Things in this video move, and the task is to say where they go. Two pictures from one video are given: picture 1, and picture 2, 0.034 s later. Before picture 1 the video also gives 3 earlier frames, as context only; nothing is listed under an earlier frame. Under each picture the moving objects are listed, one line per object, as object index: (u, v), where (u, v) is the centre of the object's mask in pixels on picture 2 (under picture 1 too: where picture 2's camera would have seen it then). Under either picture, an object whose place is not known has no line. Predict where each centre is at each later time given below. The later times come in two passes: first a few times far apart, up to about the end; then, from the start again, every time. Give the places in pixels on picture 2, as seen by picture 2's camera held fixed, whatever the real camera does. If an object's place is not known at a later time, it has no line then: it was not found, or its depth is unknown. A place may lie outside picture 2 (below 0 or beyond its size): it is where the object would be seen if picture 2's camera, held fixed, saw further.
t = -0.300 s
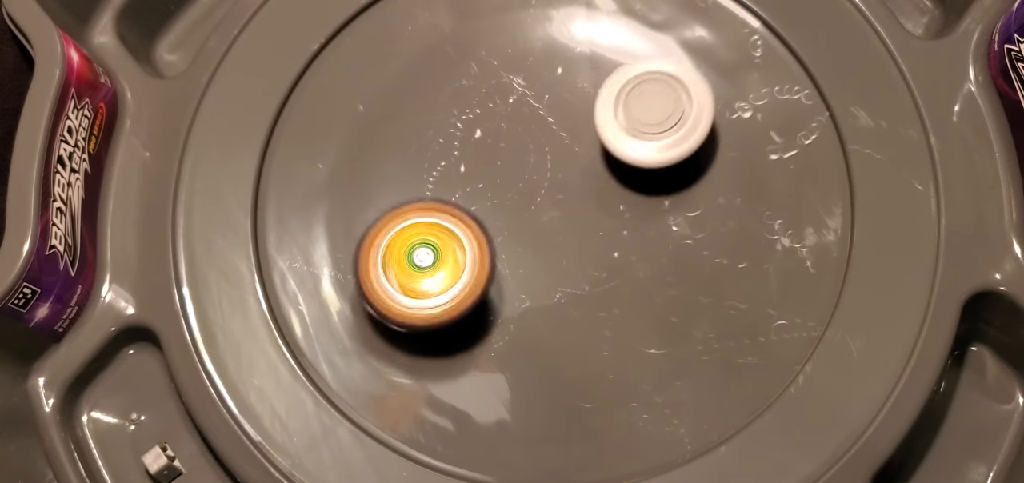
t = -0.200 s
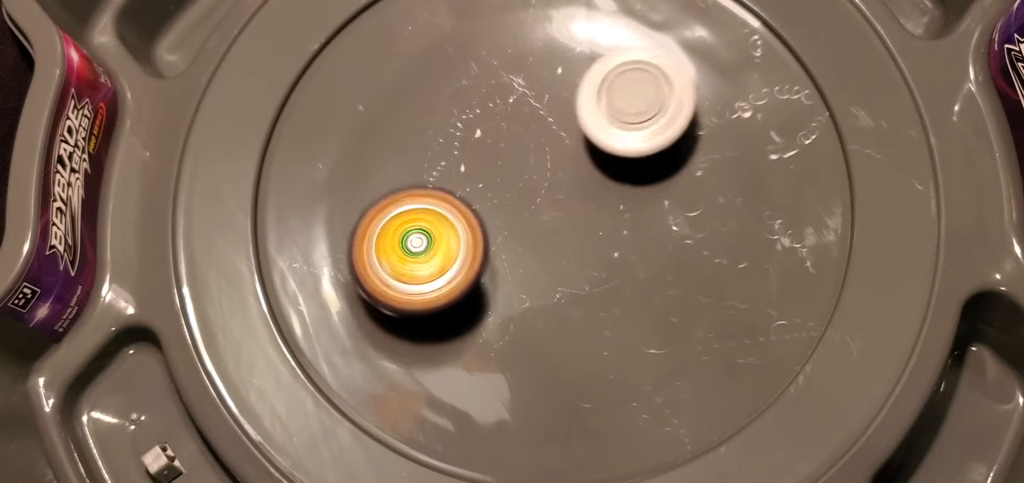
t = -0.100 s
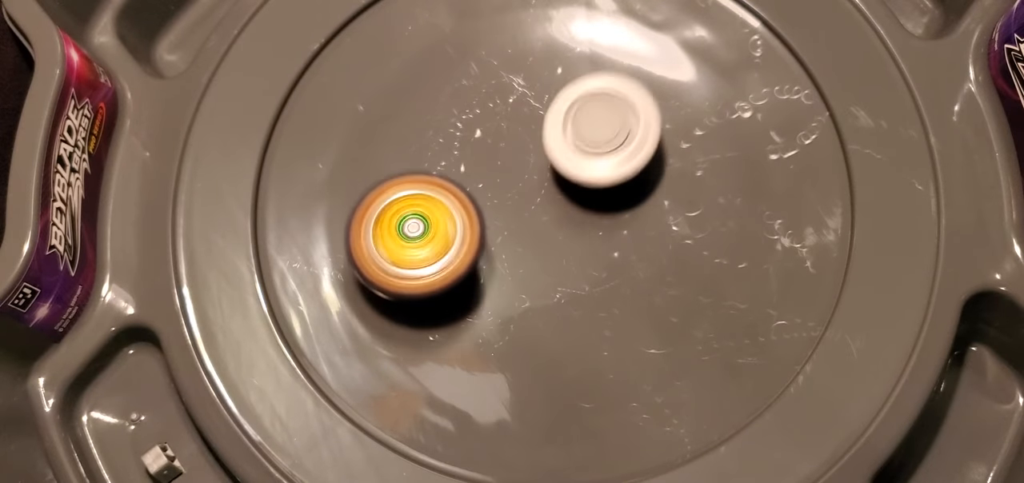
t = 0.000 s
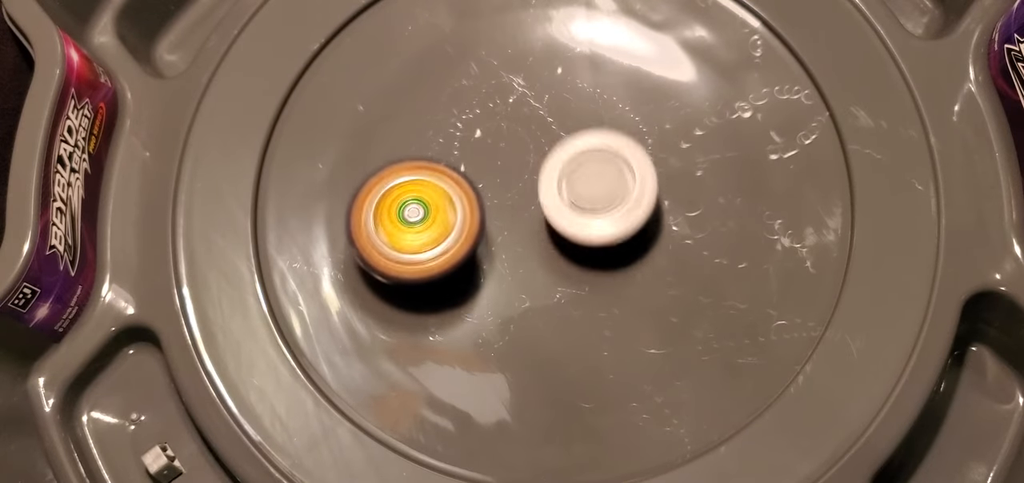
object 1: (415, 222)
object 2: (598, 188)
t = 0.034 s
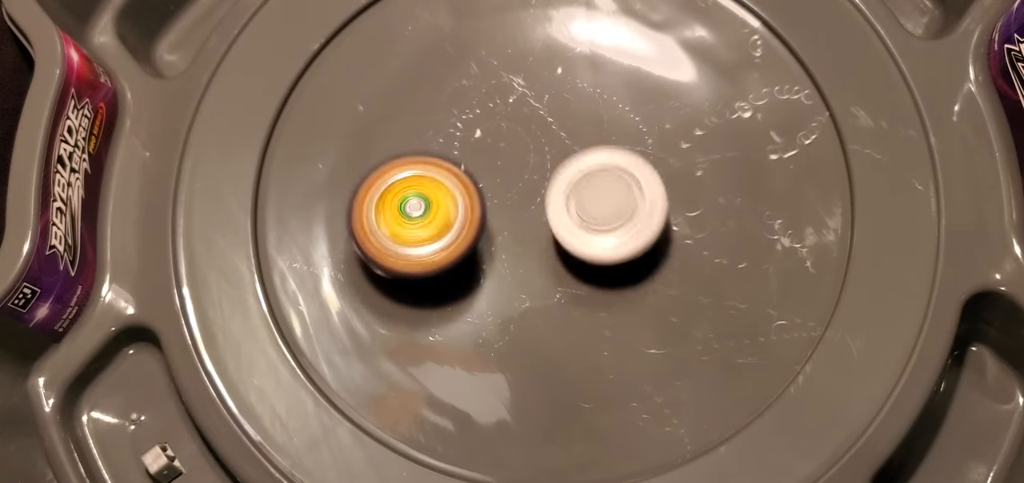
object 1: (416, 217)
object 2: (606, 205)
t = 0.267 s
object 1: (428, 183)
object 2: (709, 212)
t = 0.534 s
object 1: (449, 146)
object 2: (563, 207)
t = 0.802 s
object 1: (456, 105)
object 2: (648, 323)
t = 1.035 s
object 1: (476, 86)
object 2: (622, 203)
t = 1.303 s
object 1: (495, 56)
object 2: (485, 294)
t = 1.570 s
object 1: (531, 63)
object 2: (619, 296)
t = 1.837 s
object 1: (562, 77)
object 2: (496, 188)
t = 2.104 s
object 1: (596, 97)
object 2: (433, 295)
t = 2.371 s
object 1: (629, 115)
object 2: (552, 226)
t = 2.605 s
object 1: (686, 88)
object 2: (485, 270)
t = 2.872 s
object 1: (705, 109)
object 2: (521, 204)
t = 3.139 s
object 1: (695, 146)
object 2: (436, 202)
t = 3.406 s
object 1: (665, 197)
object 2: (543, 171)
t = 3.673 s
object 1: (606, 265)
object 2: (471, 106)
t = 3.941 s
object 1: (530, 315)
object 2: (536, 177)
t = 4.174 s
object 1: (479, 324)
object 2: (582, 99)
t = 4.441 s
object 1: (453, 316)
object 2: (530, 161)
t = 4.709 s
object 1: (445, 289)
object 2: (648, 205)
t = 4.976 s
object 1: (444, 243)
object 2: (603, 146)
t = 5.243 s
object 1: (416, 150)
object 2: (598, 232)
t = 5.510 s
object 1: (432, 108)
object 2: (637, 196)
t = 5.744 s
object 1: (450, 90)
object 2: (532, 223)
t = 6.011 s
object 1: (477, 83)
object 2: (545, 298)
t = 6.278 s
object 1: (510, 83)
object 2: (538, 200)
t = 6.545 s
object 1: (590, 73)
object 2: (459, 249)
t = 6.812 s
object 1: (642, 102)
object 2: (548, 235)
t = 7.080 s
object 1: (703, 153)
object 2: (498, 135)
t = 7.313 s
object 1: (709, 207)
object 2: (413, 155)
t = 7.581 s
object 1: (701, 235)
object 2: (509, 215)
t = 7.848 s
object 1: (695, 261)
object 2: (611, 146)
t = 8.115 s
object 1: (675, 284)
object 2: (559, 85)
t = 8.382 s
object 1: (647, 300)
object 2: (520, 186)
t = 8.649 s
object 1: (603, 379)
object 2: (466, 178)
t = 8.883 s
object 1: (573, 382)
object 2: (436, 200)
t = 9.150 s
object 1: (516, 337)
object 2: (534, 178)
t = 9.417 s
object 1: (464, 129)
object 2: (591, 113)
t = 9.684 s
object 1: (523, 27)
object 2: (583, 117)
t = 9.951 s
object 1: (559, 32)
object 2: (590, 206)
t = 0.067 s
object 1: (416, 212)
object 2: (619, 221)
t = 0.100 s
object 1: (418, 207)
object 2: (635, 232)
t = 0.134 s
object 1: (420, 202)
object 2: (653, 240)
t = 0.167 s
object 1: (421, 197)
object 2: (672, 241)
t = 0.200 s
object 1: (424, 192)
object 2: (688, 237)
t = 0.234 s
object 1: (426, 187)
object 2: (702, 226)
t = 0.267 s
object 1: (428, 183)
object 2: (709, 212)
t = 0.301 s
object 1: (432, 178)
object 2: (706, 196)
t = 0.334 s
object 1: (435, 173)
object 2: (694, 182)
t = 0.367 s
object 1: (437, 169)
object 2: (674, 171)
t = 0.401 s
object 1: (441, 165)
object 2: (650, 167)
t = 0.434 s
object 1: (444, 161)
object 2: (624, 169)
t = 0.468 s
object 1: (448, 157)
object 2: (599, 177)
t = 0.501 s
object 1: (452, 152)
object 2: (575, 188)
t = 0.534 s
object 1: (449, 146)
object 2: (563, 207)
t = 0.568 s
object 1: (443, 138)
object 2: (561, 230)
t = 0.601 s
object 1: (445, 132)
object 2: (561, 253)
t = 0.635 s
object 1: (446, 127)
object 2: (565, 274)
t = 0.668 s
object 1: (448, 123)
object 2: (574, 293)
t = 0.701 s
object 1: (450, 117)
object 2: (588, 309)
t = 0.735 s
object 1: (451, 113)
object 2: (606, 321)
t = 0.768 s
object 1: (454, 109)
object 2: (627, 326)
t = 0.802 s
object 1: (456, 105)
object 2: (648, 323)
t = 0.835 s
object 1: (458, 101)
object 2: (667, 313)
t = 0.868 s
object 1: (461, 98)
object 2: (679, 295)
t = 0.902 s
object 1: (464, 95)
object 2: (683, 273)
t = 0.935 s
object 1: (466, 92)
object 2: (678, 251)
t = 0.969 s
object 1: (470, 90)
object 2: (664, 231)
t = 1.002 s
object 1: (473, 87)
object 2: (645, 215)
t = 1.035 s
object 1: (476, 86)
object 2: (622, 203)
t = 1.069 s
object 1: (480, 85)
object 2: (597, 195)
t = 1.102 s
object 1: (485, 84)
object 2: (571, 191)
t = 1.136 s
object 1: (488, 83)
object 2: (544, 190)
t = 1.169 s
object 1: (487, 72)
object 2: (524, 207)
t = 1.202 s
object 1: (485, 59)
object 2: (507, 229)
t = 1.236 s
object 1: (486, 58)
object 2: (494, 250)
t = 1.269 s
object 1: (491, 57)
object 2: (488, 272)
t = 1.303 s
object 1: (495, 56)
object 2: (485, 294)
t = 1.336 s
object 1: (499, 54)
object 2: (489, 316)
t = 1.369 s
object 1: (502, 54)
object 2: (498, 334)
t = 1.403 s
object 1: (506, 54)
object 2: (513, 350)
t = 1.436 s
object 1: (510, 53)
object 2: (533, 359)
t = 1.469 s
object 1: (514, 54)
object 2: (557, 360)
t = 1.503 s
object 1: (522, 57)
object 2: (599, 339)
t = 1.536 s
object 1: (527, 60)
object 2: (613, 319)
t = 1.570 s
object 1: (531, 63)
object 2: (619, 296)
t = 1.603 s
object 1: (535, 67)
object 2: (618, 271)
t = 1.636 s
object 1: (540, 71)
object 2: (611, 247)
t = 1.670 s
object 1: (544, 74)
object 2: (599, 225)
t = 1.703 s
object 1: (547, 77)
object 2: (582, 206)
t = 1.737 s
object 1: (551, 78)
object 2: (563, 193)
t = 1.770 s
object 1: (554, 74)
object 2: (541, 189)
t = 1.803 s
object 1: (558, 76)
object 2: (519, 186)
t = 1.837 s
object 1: (562, 77)
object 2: (496, 188)
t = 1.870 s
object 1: (567, 79)
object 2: (474, 193)
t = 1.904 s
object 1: (571, 81)
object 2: (454, 201)
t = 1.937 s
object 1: (576, 83)
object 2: (437, 212)
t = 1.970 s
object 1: (580, 85)
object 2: (423, 227)
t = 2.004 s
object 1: (584, 88)
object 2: (415, 244)
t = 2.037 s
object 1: (588, 91)
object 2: (414, 262)
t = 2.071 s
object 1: (592, 94)
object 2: (420, 280)
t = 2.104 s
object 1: (596, 97)
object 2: (433, 295)
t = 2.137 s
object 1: (600, 100)
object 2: (454, 305)
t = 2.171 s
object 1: (603, 103)
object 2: (477, 307)
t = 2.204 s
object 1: (607, 106)
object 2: (500, 302)
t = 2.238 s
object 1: (611, 109)
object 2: (520, 291)
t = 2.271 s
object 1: (614, 113)
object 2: (537, 275)
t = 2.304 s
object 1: (617, 116)
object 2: (550, 256)
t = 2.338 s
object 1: (620, 121)
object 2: (559, 235)
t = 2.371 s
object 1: (629, 115)
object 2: (552, 226)
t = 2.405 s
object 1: (647, 94)
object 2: (533, 230)
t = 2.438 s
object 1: (658, 84)
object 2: (518, 231)
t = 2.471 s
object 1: (667, 82)
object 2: (504, 235)
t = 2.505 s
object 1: (673, 82)
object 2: (492, 242)
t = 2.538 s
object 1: (677, 84)
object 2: (485, 251)
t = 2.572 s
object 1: (682, 86)
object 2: (482, 261)
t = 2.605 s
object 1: (686, 88)
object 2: (485, 270)
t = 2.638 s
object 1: (690, 90)
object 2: (491, 275)
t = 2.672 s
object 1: (694, 91)
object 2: (500, 275)
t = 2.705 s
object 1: (696, 94)
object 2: (510, 272)
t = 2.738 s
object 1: (699, 97)
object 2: (520, 264)
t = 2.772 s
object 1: (701, 100)
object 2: (527, 250)
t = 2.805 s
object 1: (704, 103)
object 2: (530, 234)
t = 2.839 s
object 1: (704, 106)
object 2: (527, 219)
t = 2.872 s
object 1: (705, 109)
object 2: (521, 204)
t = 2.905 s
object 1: (704, 114)
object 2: (511, 191)
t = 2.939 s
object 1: (704, 118)
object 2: (498, 180)
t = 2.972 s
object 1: (704, 122)
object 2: (484, 173)
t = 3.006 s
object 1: (702, 126)
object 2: (469, 170)
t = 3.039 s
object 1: (700, 130)
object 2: (454, 172)
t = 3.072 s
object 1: (698, 136)
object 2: (442, 179)
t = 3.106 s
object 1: (697, 141)
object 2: (435, 190)
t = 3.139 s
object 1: (695, 146)
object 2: (436, 202)
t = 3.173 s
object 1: (693, 151)
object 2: (445, 214)
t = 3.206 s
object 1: (690, 156)
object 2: (459, 221)
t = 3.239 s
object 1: (687, 162)
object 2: (477, 223)
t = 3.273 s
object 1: (684, 168)
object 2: (495, 219)
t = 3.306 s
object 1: (681, 175)
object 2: (512, 211)
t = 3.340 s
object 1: (677, 182)
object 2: (525, 200)
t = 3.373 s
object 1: (670, 190)
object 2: (536, 186)
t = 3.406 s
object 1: (665, 197)
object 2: (543, 171)
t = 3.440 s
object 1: (661, 209)
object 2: (543, 154)
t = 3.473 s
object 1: (657, 219)
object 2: (541, 137)
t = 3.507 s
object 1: (650, 227)
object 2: (535, 123)
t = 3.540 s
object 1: (643, 236)
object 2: (525, 111)
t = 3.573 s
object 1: (635, 243)
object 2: (513, 102)
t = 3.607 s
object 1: (627, 251)
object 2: (498, 98)
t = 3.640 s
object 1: (617, 257)
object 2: (484, 99)
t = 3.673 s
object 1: (606, 265)
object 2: (471, 106)
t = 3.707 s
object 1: (596, 271)
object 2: (463, 119)
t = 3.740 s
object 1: (586, 277)
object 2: (461, 134)
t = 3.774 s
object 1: (575, 282)
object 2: (465, 150)
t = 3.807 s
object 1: (565, 286)
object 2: (475, 166)
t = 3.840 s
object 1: (555, 289)
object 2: (488, 178)
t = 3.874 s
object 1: (547, 294)
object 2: (504, 184)
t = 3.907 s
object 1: (541, 306)
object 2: (519, 181)
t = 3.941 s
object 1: (530, 315)
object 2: (536, 177)
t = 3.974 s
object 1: (518, 320)
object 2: (552, 170)
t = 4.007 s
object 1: (509, 322)
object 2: (565, 161)
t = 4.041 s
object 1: (501, 324)
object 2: (576, 150)
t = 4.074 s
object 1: (494, 324)
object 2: (584, 137)
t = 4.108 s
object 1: (490, 325)
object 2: (588, 123)
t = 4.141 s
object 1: (485, 323)
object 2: (587, 110)
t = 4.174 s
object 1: (479, 324)
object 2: (582, 99)
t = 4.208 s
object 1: (476, 324)
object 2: (572, 91)
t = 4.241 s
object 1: (471, 324)
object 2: (559, 87)
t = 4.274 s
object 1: (467, 323)
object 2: (546, 89)
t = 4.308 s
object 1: (464, 322)
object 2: (535, 98)
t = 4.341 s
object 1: (461, 320)
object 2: (527, 112)
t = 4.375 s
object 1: (458, 320)
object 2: (524, 128)
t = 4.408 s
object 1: (455, 318)
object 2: (525, 144)
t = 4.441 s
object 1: (453, 316)
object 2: (530, 161)
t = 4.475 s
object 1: (451, 314)
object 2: (540, 176)
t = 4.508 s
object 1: (450, 311)
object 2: (552, 189)
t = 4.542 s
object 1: (449, 308)
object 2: (567, 200)
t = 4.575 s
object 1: (447, 305)
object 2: (583, 207)
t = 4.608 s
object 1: (447, 301)
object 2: (599, 212)
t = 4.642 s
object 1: (446, 297)
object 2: (617, 214)
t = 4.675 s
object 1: (445, 293)
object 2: (633, 211)
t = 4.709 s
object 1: (445, 289)
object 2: (648, 205)
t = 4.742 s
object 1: (444, 284)
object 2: (661, 196)
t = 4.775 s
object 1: (444, 281)
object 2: (669, 184)
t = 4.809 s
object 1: (444, 276)
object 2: (671, 170)
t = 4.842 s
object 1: (443, 271)
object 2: (665, 157)
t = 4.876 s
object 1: (443, 266)
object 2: (654, 148)
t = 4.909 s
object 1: (443, 259)
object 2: (638, 143)
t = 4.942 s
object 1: (443, 252)
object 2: (621, 142)
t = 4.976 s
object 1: (444, 243)
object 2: (603, 146)
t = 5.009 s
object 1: (446, 234)
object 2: (584, 152)
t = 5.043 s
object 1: (448, 224)
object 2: (567, 162)
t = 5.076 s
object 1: (443, 214)
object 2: (562, 174)
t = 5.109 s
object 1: (426, 202)
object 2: (568, 186)
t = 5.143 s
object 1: (418, 188)
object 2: (573, 198)
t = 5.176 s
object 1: (414, 174)
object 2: (581, 212)
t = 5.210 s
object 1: (413, 161)
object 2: (589, 223)
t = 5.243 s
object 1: (416, 150)
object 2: (598, 232)
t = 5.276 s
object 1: (419, 141)
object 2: (611, 238)
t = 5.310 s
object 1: (422, 134)
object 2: (625, 241)
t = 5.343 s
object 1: (425, 128)
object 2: (638, 240)
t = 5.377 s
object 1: (426, 123)
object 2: (649, 235)
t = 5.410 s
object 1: (427, 119)
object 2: (655, 226)
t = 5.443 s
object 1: (429, 115)
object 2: (655, 215)
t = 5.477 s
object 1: (430, 111)
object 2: (649, 204)
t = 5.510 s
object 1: (432, 108)
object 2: (637, 196)
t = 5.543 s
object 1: (435, 104)
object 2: (622, 192)
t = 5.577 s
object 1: (437, 101)
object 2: (605, 191)
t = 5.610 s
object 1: (439, 98)
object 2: (588, 193)
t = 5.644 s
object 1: (442, 96)
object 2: (572, 197)
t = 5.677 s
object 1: (444, 94)
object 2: (558, 204)
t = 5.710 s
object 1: (447, 92)
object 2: (545, 213)
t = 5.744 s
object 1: (450, 90)
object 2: (532, 223)
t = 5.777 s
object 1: (452, 89)
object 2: (522, 234)
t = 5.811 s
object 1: (455, 87)
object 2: (514, 246)
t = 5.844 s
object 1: (459, 86)
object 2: (510, 259)
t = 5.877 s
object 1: (462, 84)
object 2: (510, 272)
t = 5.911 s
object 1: (465, 84)
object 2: (512, 284)
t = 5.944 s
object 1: (470, 83)
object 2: (520, 293)
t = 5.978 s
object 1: (474, 83)
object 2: (531, 299)
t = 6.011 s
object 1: (477, 83)
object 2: (545, 298)
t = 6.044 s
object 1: (482, 83)
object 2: (557, 291)
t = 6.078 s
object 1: (486, 83)
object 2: (565, 280)
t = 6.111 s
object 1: (489, 83)
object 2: (570, 266)
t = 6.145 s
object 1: (493, 83)
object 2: (569, 252)
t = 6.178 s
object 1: (497, 83)
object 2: (566, 237)
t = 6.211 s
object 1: (501, 83)
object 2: (559, 223)
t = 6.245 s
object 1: (505, 83)
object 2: (549, 211)
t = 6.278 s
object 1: (510, 83)
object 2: (538, 200)
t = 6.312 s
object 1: (514, 82)
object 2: (527, 193)
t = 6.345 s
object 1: (524, 75)
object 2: (510, 194)
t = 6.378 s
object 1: (536, 69)
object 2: (495, 199)
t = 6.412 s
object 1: (548, 68)
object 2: (482, 207)
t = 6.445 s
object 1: (560, 68)
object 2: (472, 215)
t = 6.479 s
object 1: (571, 68)
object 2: (464, 225)
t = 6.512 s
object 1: (580, 70)
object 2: (460, 237)
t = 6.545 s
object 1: (590, 73)
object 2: (459, 249)
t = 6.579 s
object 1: (599, 76)
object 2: (464, 260)
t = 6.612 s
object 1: (607, 80)
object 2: (474, 270)
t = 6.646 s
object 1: (614, 84)
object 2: (487, 274)
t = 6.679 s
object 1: (620, 87)
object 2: (501, 274)
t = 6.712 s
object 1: (626, 89)
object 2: (516, 269)
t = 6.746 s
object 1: (632, 93)
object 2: (528, 260)
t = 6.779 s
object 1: (637, 98)
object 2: (539, 249)
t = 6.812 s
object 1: (642, 102)
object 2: (548, 235)
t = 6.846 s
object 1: (645, 106)
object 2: (553, 220)
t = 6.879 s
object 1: (650, 109)
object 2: (555, 205)
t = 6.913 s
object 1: (653, 113)
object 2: (556, 190)
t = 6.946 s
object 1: (659, 117)
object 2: (553, 176)
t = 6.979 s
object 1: (671, 122)
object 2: (541, 163)
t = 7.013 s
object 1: (684, 131)
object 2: (527, 152)
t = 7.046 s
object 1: (696, 142)
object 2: (513, 142)
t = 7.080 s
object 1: (703, 153)
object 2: (498, 135)
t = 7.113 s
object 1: (706, 164)
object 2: (484, 130)
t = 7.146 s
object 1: (708, 174)
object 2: (469, 127)
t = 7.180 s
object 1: (708, 183)
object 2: (454, 127)
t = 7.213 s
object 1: (708, 190)
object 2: (440, 129)
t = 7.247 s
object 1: (710, 196)
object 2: (427, 134)
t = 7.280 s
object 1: (710, 202)
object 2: (418, 143)
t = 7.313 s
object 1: (709, 207)
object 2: (413, 155)
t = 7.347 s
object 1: (709, 211)
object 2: (413, 168)
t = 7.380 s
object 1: (709, 215)
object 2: (419, 181)
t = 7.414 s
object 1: (708, 219)
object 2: (429, 192)
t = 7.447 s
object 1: (706, 221)
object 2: (442, 202)
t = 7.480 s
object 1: (705, 225)
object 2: (457, 209)
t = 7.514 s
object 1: (705, 229)
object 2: (474, 213)
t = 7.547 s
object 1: (703, 232)
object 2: (491, 215)
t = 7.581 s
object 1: (701, 235)
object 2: (509, 215)
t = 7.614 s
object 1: (700, 238)
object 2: (527, 213)
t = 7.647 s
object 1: (699, 242)
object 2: (544, 209)
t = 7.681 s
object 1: (696, 246)
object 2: (561, 204)
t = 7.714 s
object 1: (694, 248)
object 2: (577, 197)
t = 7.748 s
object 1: (698, 253)
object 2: (589, 186)
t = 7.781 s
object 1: (699, 258)
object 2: (599, 173)
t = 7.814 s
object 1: (697, 260)
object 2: (607, 160)
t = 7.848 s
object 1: (695, 261)
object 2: (611, 146)
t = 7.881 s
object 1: (692, 266)
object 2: (614, 133)
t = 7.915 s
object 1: (690, 270)
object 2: (615, 120)
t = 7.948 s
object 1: (688, 272)
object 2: (612, 108)
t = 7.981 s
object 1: (685, 274)
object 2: (606, 97)
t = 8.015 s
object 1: (683, 278)
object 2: (597, 89)
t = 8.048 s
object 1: (681, 280)
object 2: (585, 84)
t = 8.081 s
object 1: (677, 281)
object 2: (572, 82)
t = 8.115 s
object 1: (675, 284)
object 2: (559, 85)
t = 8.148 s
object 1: (672, 287)
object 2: (547, 92)
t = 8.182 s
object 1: (669, 289)
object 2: (537, 101)
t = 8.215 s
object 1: (665, 290)
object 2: (529, 114)
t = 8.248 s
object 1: (662, 292)
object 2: (523, 127)
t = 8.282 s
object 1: (659, 295)
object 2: (519, 142)
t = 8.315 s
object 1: (655, 296)
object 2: (517, 156)
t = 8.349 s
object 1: (651, 297)
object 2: (518, 171)
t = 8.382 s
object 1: (647, 300)
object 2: (520, 186)
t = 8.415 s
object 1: (639, 301)
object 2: (524, 200)
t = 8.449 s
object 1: (631, 302)
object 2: (529, 215)
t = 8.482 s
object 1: (627, 309)
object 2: (533, 222)
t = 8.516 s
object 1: (634, 333)
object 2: (521, 208)
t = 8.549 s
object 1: (631, 354)
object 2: (510, 197)
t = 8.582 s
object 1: (616, 375)
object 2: (488, 185)
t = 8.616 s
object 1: (609, 379)
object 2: (477, 181)
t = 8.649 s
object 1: (603, 379)
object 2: (466, 178)
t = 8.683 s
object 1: (599, 380)
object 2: (455, 177)
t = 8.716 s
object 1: (595, 382)
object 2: (445, 177)
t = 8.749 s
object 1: (590, 382)
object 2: (436, 179)
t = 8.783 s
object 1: (586, 381)
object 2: (429, 183)
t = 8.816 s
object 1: (582, 383)
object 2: (427, 189)
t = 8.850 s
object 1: (576, 383)
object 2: (430, 195)
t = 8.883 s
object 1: (573, 382)
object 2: (436, 200)
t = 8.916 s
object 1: (569, 382)
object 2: (446, 203)
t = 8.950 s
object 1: (563, 382)
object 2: (459, 205)
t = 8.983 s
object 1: (559, 381)
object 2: (472, 204)
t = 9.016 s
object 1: (555, 378)
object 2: (485, 201)
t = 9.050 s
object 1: (546, 372)
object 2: (498, 197)
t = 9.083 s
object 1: (538, 363)
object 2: (511, 191)
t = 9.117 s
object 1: (528, 351)
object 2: (522, 185)
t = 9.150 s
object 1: (516, 337)
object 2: (534, 178)
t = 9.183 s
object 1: (505, 319)
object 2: (544, 171)
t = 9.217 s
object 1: (492, 297)
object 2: (554, 164)
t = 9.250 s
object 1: (483, 272)
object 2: (563, 155)
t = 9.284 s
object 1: (475, 246)
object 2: (571, 147)
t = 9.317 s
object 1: (467, 219)
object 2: (578, 139)
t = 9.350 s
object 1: (464, 189)
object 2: (583, 130)
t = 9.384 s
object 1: (462, 159)
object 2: (587, 121)
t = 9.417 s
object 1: (464, 129)
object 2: (591, 113)
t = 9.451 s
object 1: (467, 101)
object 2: (595, 106)
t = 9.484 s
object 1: (472, 74)
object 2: (597, 100)
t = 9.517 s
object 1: (480, 53)
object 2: (596, 96)
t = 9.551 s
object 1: (488, 43)
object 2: (594, 96)
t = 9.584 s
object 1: (499, 36)
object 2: (592, 96)
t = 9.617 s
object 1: (507, 30)
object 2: (588, 100)
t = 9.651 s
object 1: (518, 28)
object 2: (585, 108)
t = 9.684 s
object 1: (523, 27)
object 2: (583, 117)
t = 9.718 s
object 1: (528, 27)
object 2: (582, 128)
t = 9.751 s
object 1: (531, 27)
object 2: (581, 139)
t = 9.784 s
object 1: (536, 27)
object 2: (581, 151)
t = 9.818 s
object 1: (540, 28)
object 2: (582, 162)
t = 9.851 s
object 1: (546, 29)
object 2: (583, 173)
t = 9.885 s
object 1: (550, 28)
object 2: (585, 184)
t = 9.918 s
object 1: (555, 28)
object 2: (587, 195)
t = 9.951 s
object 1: (559, 32)
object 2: (590, 206)
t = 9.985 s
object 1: (563, 34)
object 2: (592, 217)
